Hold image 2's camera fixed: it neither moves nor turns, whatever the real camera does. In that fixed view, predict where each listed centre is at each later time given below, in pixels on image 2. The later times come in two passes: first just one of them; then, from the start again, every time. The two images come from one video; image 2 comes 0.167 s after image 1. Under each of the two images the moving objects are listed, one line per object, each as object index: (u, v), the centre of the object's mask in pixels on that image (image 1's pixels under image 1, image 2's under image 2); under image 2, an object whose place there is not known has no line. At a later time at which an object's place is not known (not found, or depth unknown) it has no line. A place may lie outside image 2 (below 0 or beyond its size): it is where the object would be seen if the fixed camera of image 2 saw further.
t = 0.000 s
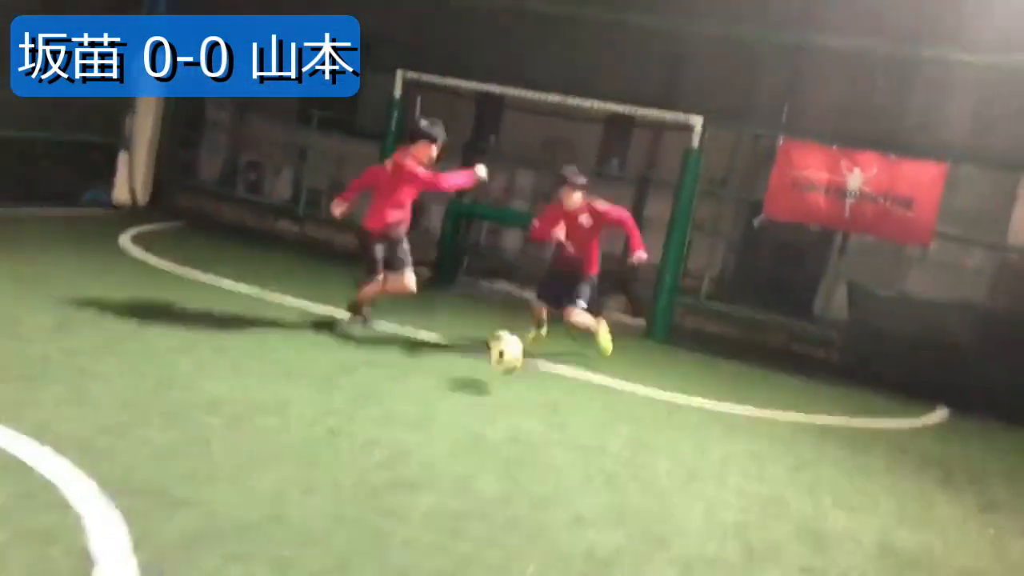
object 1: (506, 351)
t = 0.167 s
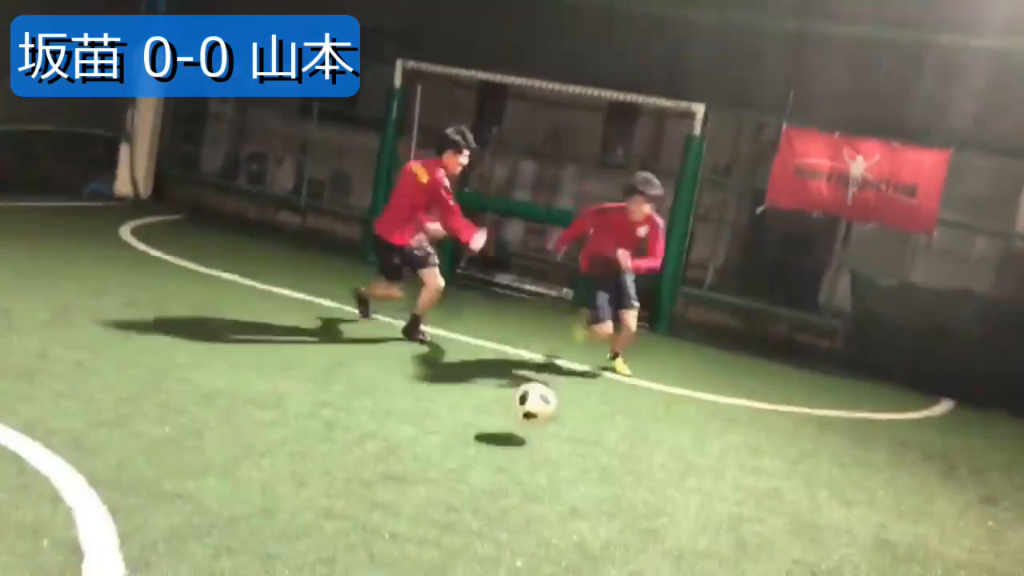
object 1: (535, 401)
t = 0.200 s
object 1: (541, 410)
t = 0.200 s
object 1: (541, 410)
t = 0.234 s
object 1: (549, 416)
